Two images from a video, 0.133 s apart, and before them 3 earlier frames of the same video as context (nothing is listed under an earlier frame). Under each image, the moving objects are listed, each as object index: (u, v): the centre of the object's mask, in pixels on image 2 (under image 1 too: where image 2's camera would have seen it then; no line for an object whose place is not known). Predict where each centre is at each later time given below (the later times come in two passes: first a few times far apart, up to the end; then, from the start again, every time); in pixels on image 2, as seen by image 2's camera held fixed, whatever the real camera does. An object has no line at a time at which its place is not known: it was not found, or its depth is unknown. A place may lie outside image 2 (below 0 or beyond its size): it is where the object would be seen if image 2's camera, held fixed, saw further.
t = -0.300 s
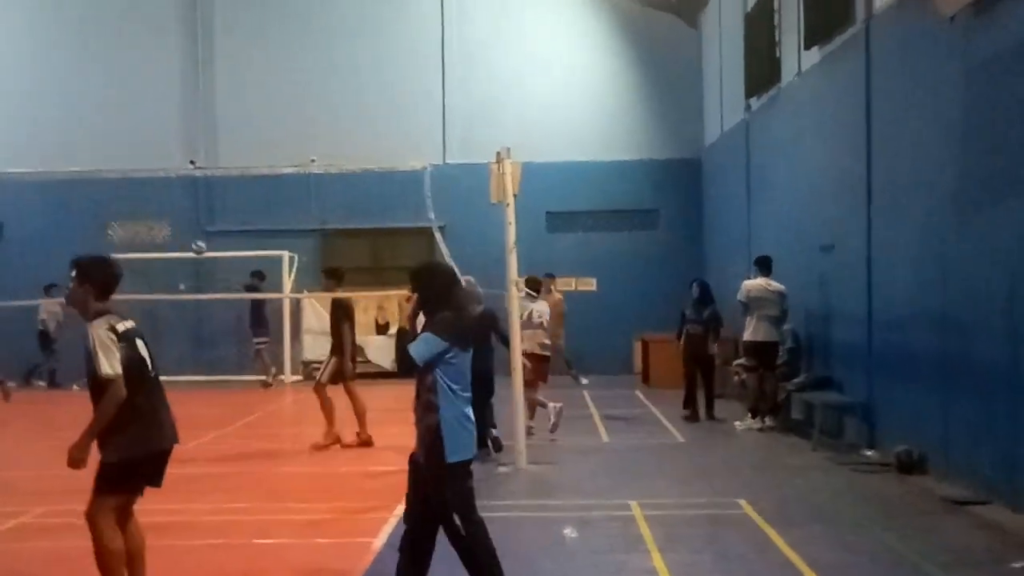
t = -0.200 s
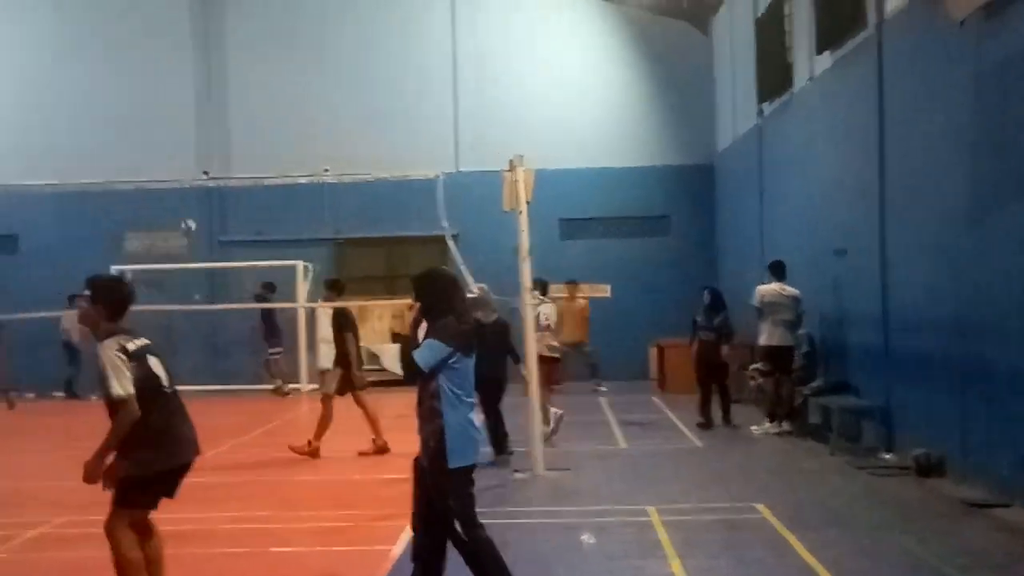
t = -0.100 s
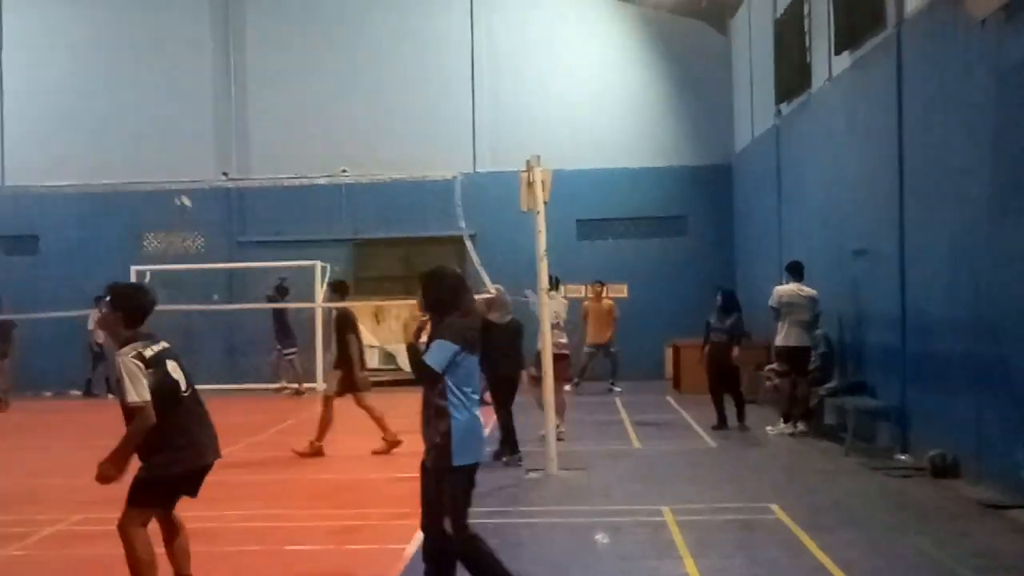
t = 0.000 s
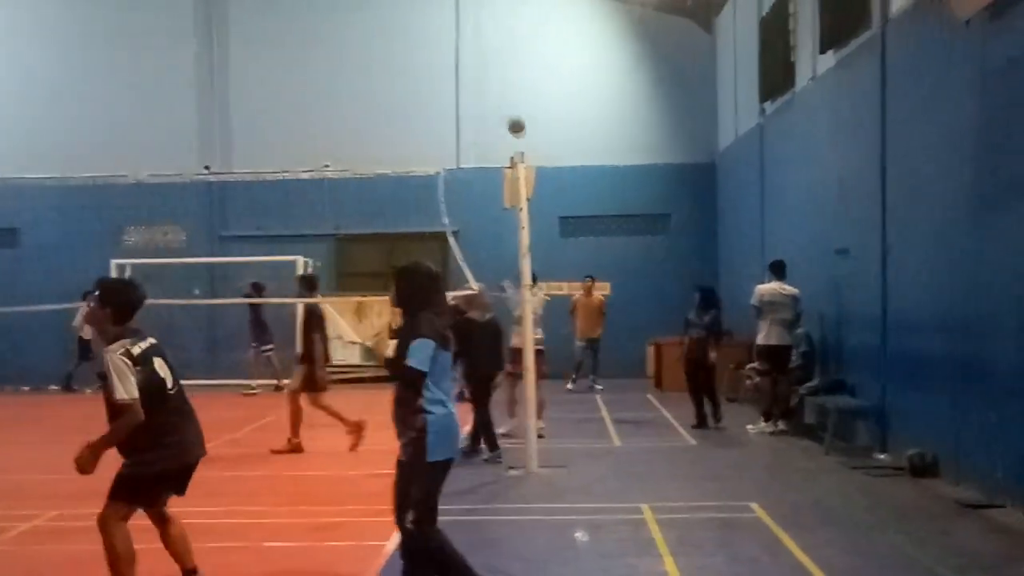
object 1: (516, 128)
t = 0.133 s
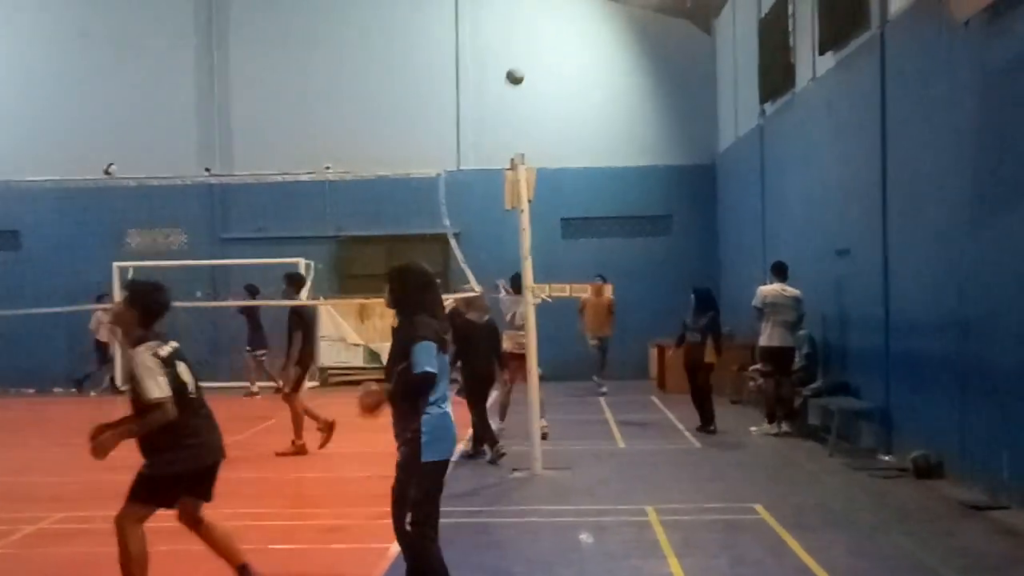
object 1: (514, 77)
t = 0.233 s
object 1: (513, 49)
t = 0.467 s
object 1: (509, 22)
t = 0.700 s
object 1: (505, 38)
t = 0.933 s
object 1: (503, 92)
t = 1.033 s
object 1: (501, 125)
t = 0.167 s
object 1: (514, 67)
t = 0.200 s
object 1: (514, 57)
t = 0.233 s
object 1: (513, 49)
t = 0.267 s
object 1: (512, 43)
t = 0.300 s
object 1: (512, 37)
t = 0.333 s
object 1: (511, 32)
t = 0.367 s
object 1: (510, 29)
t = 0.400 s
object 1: (510, 26)
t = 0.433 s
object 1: (510, 23)
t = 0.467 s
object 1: (509, 22)
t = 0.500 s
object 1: (508, 21)
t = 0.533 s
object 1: (508, 22)
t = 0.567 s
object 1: (507, 24)
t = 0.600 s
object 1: (507, 26)
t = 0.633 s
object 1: (506, 29)
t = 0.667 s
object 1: (505, 32)
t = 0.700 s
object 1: (505, 38)
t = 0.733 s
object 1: (505, 43)
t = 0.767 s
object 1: (504, 49)
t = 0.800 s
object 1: (504, 57)
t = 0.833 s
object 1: (504, 64)
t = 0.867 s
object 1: (504, 72)
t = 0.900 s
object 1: (503, 83)
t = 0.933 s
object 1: (503, 92)
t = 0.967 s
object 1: (503, 102)
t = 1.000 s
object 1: (502, 115)
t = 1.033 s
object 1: (501, 125)
